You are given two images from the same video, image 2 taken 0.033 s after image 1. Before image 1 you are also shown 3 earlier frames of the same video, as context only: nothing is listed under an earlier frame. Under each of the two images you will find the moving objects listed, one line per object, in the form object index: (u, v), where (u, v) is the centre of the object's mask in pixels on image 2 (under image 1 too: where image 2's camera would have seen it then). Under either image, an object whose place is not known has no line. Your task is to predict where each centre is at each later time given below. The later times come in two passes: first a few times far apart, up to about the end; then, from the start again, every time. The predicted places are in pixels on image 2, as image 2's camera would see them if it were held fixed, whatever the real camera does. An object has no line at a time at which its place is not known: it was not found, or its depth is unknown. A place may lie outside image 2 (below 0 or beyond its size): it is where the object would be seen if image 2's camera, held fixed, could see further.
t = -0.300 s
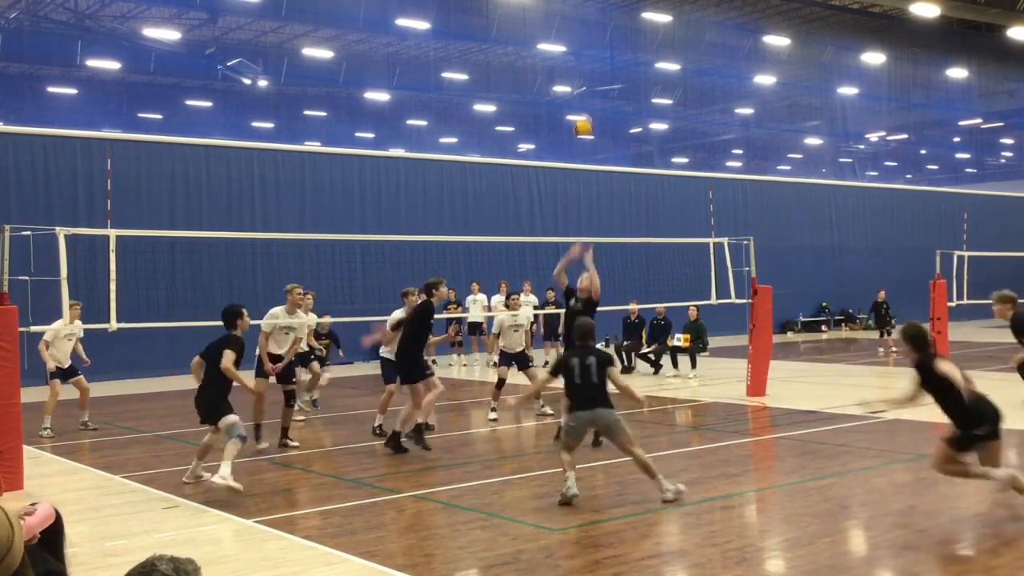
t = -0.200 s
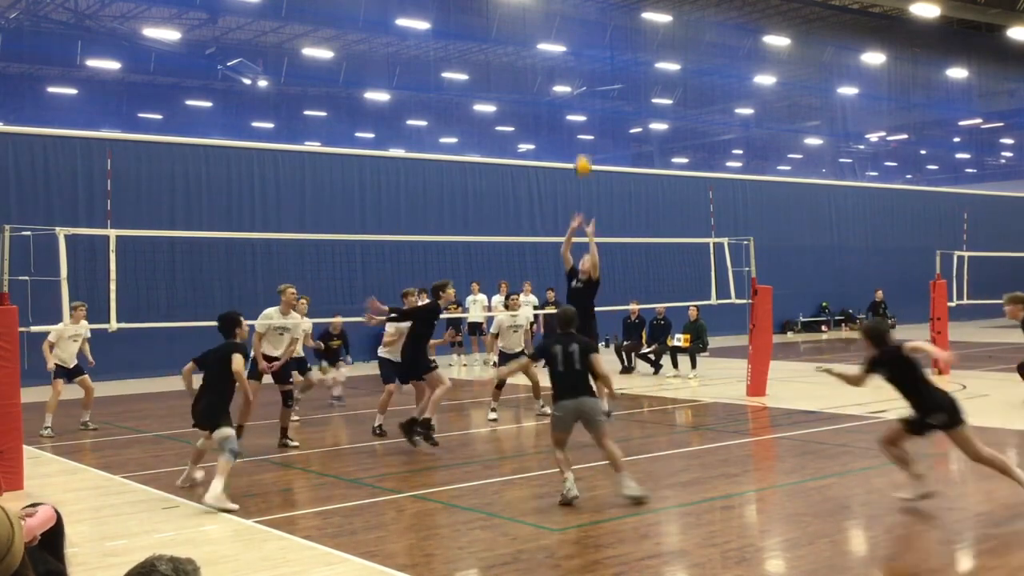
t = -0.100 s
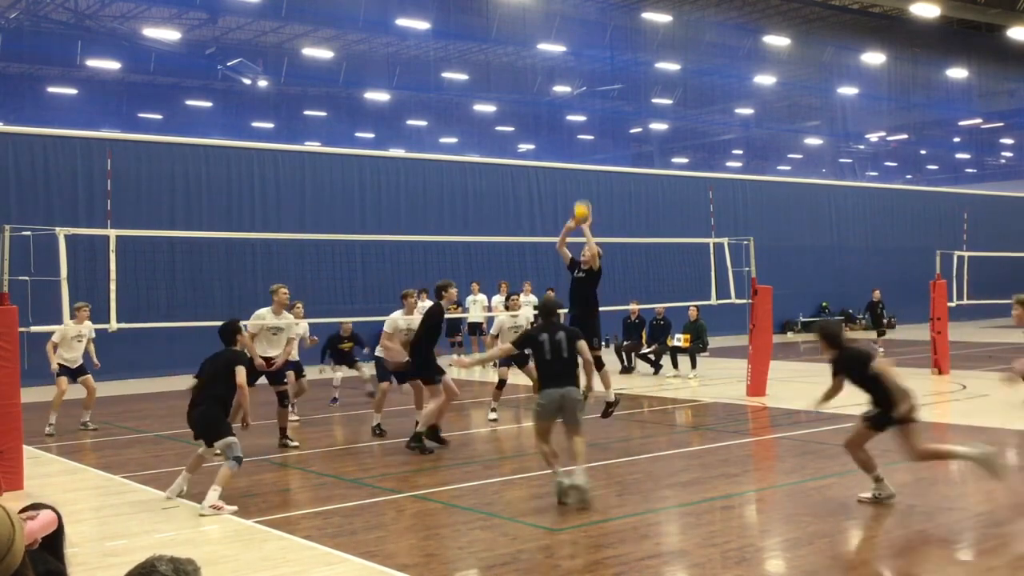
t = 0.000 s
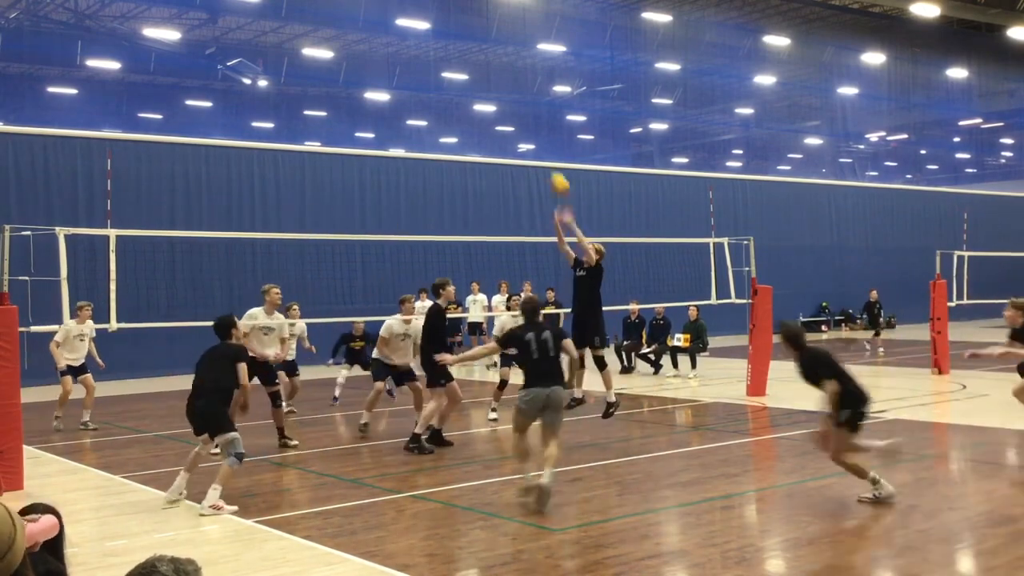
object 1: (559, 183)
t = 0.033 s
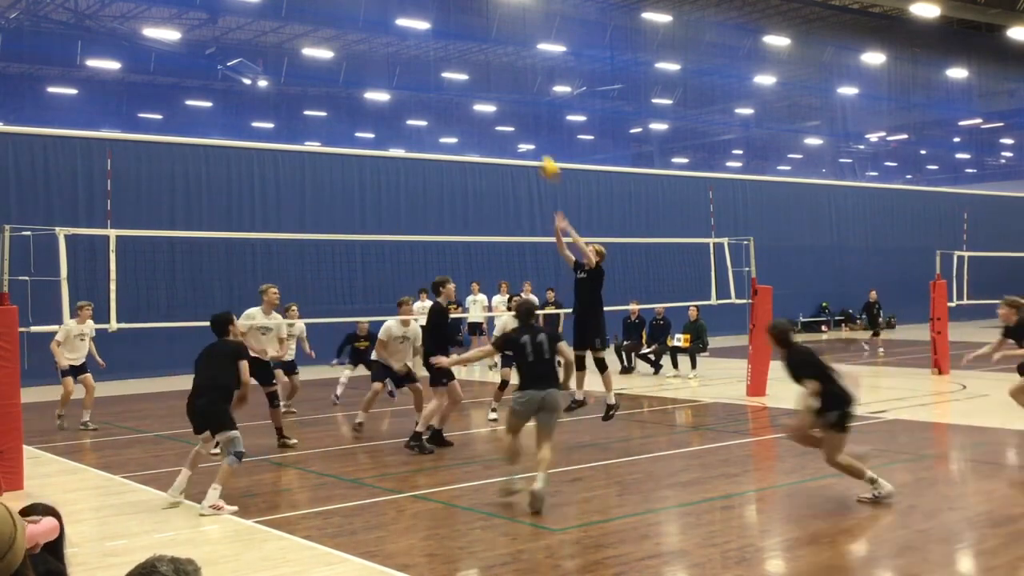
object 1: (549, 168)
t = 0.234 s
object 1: (482, 92)
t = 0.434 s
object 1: (415, 50)
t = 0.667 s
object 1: (336, 46)
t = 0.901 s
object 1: (253, 97)
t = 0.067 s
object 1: (539, 152)
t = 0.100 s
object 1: (527, 137)
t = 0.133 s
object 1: (516, 125)
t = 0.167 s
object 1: (505, 114)
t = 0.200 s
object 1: (494, 103)
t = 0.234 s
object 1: (482, 92)
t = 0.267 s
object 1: (472, 83)
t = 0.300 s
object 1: (460, 74)
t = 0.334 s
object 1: (448, 66)
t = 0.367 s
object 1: (437, 60)
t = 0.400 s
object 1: (426, 55)
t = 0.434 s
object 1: (415, 50)
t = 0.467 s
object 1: (404, 46)
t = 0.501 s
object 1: (393, 44)
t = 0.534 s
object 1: (381, 42)
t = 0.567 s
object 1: (370, 42)
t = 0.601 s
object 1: (358, 42)
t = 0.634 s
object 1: (347, 43)
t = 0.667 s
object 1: (336, 46)
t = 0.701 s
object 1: (324, 50)
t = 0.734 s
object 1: (310, 56)
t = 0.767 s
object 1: (299, 62)
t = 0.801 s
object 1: (288, 69)
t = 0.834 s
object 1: (277, 76)
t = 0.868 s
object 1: (264, 87)
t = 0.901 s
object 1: (253, 97)
